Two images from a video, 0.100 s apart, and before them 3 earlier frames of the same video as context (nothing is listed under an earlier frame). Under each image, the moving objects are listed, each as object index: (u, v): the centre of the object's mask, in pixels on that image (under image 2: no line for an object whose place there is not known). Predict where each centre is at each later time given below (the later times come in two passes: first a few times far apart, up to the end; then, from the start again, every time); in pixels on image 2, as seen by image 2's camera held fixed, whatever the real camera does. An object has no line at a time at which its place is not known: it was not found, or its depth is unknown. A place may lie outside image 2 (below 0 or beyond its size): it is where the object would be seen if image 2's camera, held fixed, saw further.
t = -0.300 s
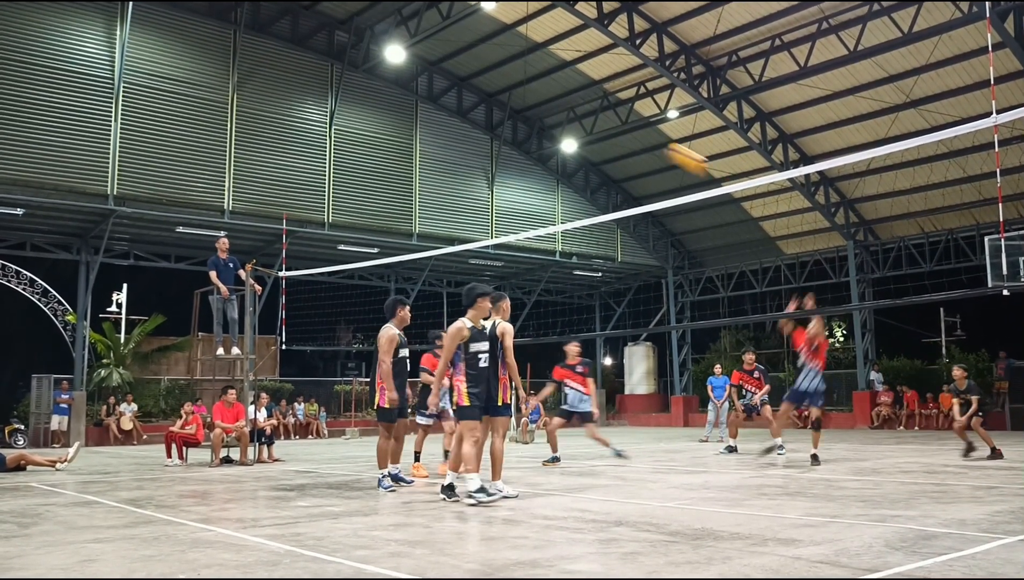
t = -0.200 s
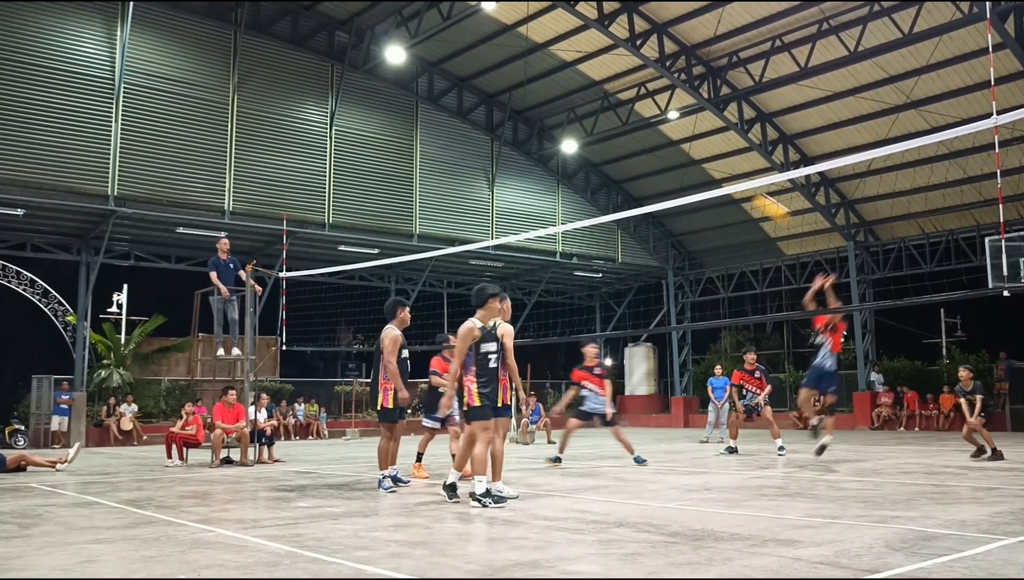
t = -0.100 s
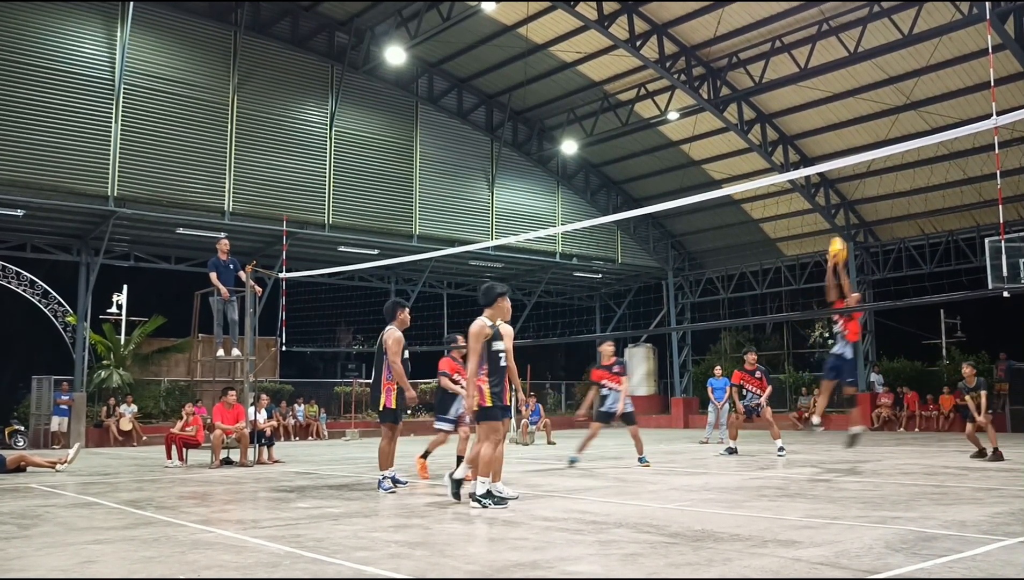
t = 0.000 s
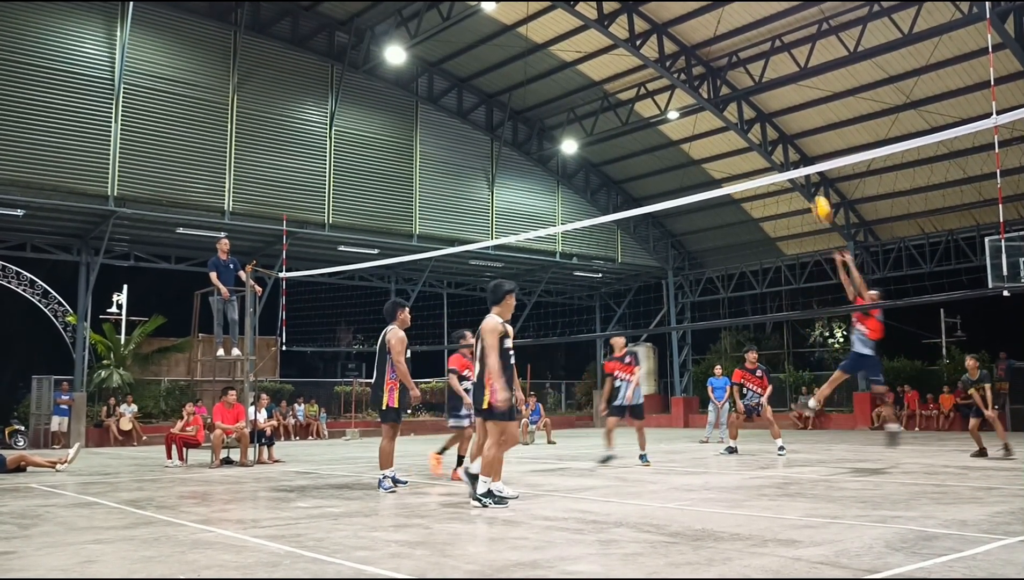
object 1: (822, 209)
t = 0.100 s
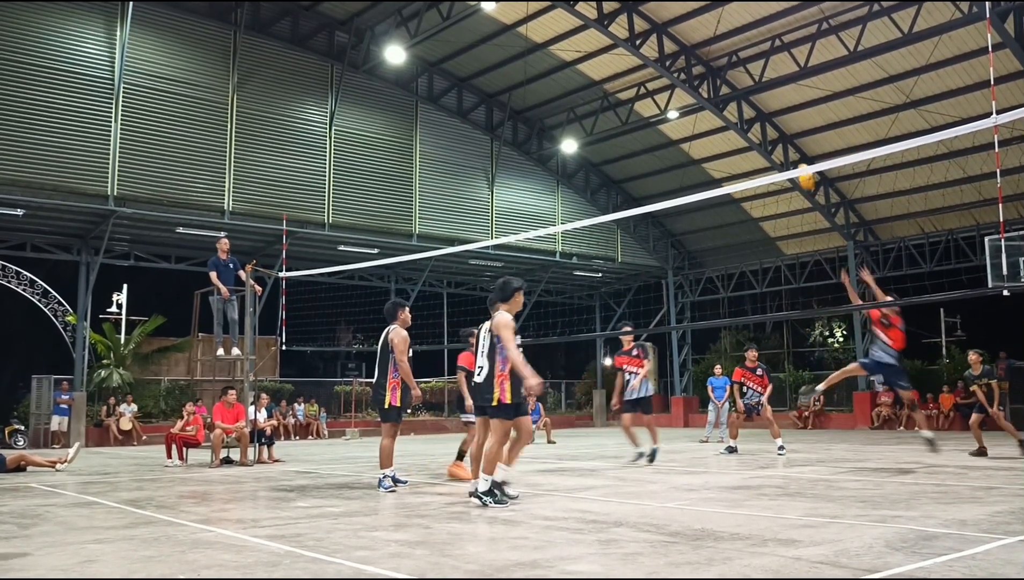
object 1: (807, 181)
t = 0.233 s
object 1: (783, 146)
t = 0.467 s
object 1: (747, 128)
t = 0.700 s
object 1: (713, 154)
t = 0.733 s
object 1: (709, 162)
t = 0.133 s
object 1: (798, 165)
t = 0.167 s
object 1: (793, 158)
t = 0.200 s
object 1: (788, 153)
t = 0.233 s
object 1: (783, 146)
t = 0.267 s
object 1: (778, 140)
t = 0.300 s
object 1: (773, 136)
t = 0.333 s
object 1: (768, 133)
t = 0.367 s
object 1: (762, 131)
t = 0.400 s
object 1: (758, 129)
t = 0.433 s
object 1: (752, 128)
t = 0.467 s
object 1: (747, 128)
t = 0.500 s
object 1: (742, 129)
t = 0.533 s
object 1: (738, 131)
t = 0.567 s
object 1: (733, 133)
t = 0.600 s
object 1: (728, 136)
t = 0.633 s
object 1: (723, 142)
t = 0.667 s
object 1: (718, 148)
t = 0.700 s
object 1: (713, 154)
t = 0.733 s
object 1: (709, 162)
